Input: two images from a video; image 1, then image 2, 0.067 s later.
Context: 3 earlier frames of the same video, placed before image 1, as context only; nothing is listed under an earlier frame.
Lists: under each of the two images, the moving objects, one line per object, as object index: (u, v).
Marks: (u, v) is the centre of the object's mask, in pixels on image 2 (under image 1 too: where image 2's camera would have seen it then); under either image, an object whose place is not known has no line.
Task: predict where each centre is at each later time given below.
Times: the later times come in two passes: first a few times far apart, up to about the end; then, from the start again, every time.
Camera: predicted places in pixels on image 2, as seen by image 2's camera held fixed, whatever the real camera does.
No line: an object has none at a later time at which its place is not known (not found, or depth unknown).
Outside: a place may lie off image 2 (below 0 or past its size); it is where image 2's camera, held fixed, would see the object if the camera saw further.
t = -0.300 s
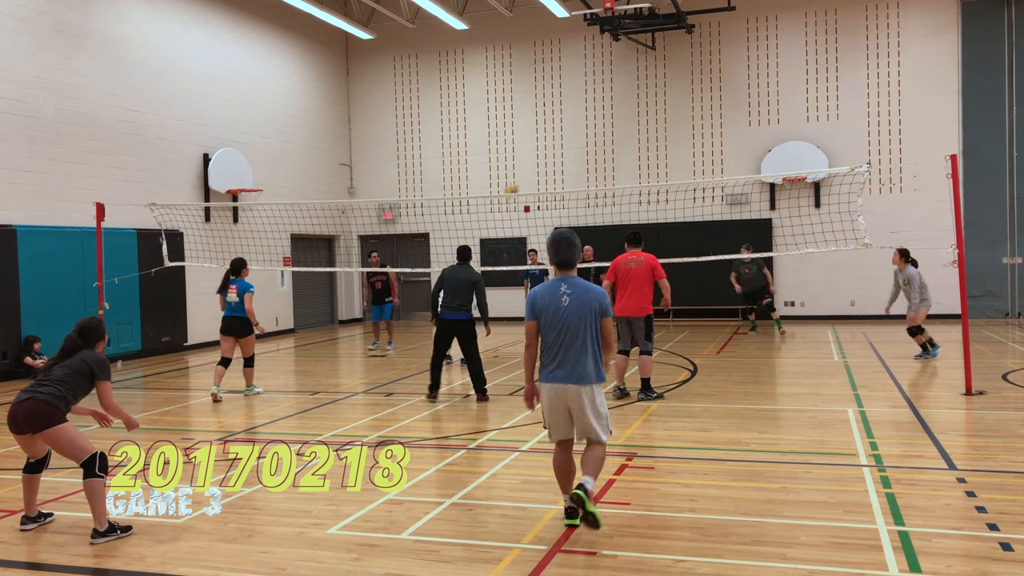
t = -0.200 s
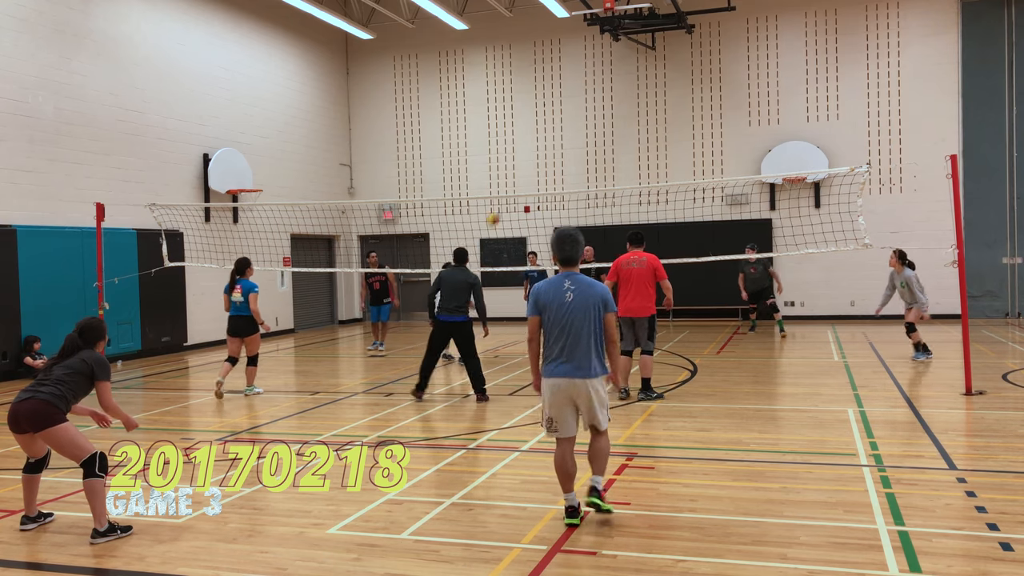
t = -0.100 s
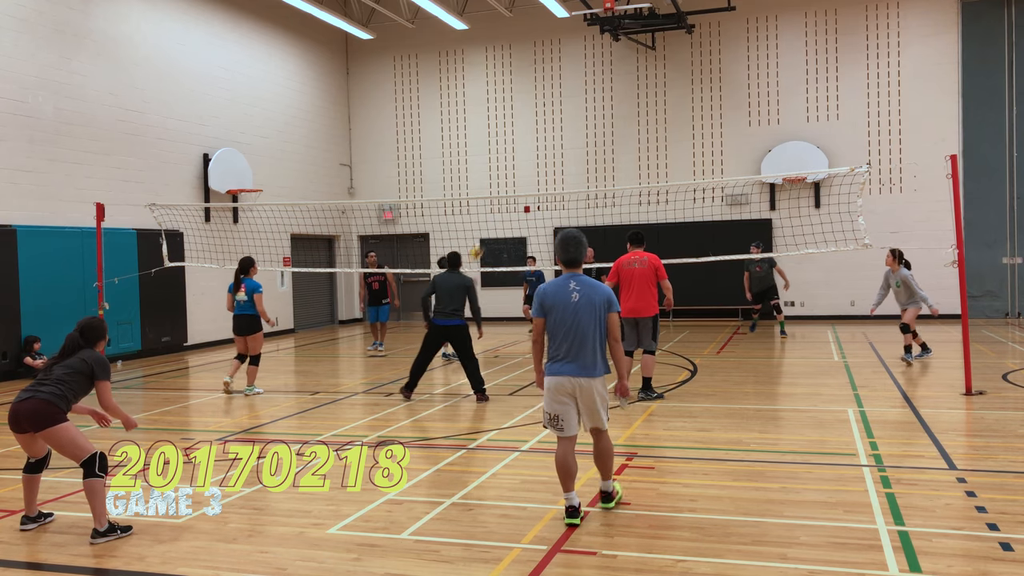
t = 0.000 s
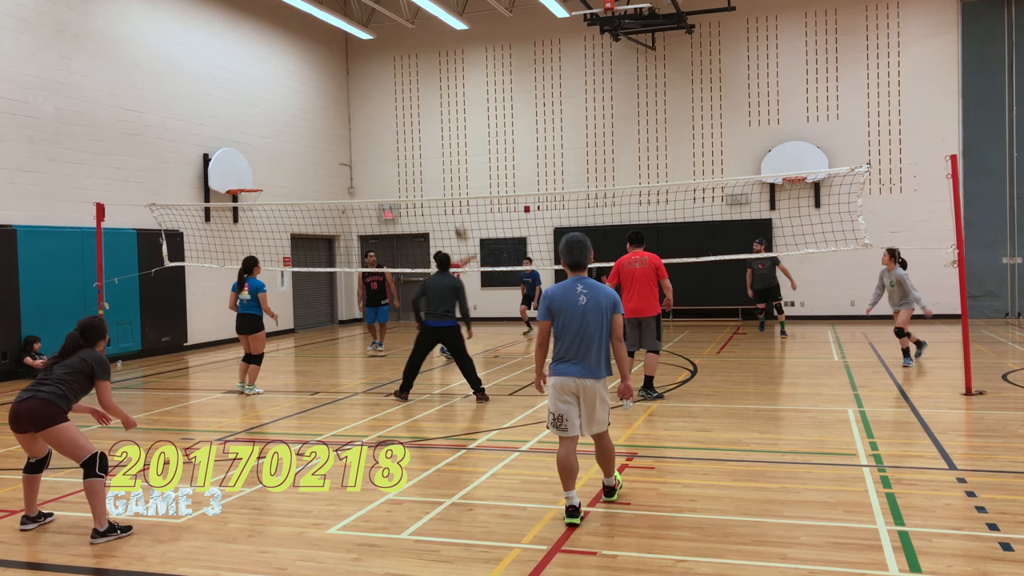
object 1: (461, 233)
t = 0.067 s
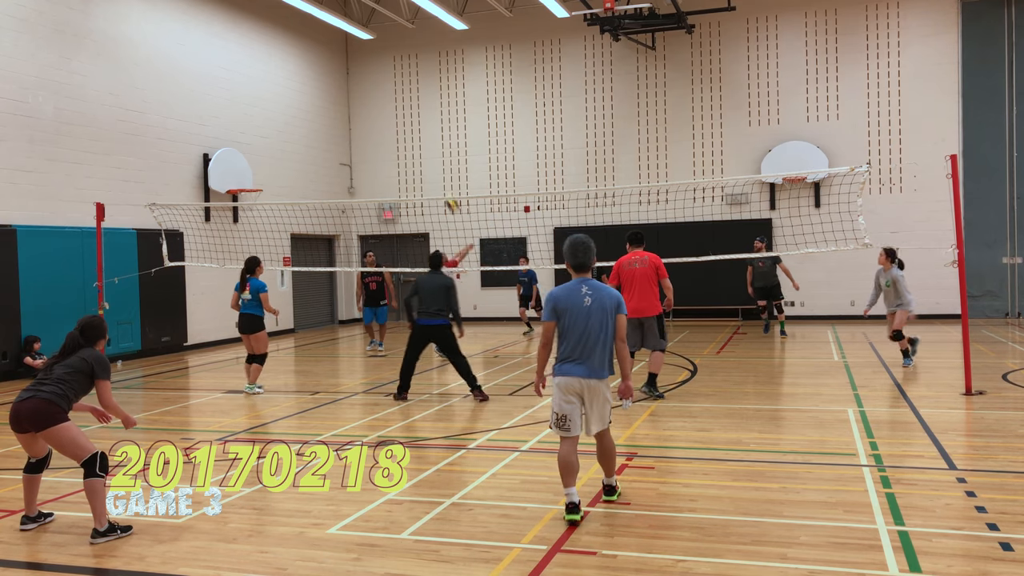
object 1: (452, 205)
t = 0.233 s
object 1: (429, 139)
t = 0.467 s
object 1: (396, 78)
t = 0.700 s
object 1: (364, 54)
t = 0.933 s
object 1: (333, 65)
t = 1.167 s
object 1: (303, 115)
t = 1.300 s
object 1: (287, 160)
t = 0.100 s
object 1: (447, 189)
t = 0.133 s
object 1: (442, 175)
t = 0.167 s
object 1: (437, 164)
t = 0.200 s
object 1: (433, 150)
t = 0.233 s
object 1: (429, 139)
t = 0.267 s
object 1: (424, 129)
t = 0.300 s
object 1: (419, 120)
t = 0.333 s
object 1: (414, 109)
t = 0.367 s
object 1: (410, 102)
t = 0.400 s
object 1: (405, 94)
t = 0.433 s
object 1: (401, 85)
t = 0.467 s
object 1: (396, 78)
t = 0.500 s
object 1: (391, 73)
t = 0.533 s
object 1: (386, 68)
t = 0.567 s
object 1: (383, 64)
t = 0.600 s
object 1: (377, 59)
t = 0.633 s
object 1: (373, 57)
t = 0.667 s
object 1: (368, 55)
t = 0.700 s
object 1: (364, 54)
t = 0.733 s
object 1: (360, 53)
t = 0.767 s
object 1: (356, 53)
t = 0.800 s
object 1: (350, 54)
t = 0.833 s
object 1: (346, 56)
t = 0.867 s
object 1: (342, 58)
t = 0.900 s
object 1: (337, 61)
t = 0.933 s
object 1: (333, 65)
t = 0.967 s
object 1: (329, 70)
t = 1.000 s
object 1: (324, 75)
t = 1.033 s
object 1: (320, 82)
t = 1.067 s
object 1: (316, 89)
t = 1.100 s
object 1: (311, 96)
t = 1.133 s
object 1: (307, 106)
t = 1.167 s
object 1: (303, 115)
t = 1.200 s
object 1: (299, 125)
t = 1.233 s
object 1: (295, 137)
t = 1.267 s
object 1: (291, 148)
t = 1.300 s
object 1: (287, 160)
